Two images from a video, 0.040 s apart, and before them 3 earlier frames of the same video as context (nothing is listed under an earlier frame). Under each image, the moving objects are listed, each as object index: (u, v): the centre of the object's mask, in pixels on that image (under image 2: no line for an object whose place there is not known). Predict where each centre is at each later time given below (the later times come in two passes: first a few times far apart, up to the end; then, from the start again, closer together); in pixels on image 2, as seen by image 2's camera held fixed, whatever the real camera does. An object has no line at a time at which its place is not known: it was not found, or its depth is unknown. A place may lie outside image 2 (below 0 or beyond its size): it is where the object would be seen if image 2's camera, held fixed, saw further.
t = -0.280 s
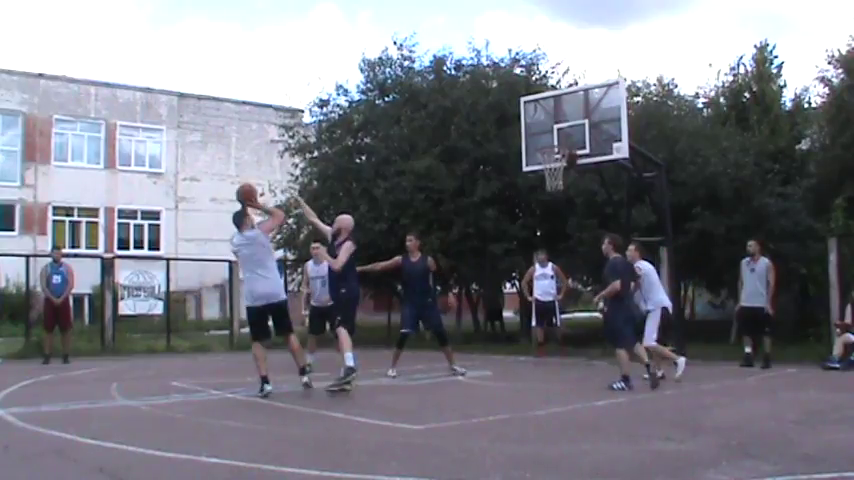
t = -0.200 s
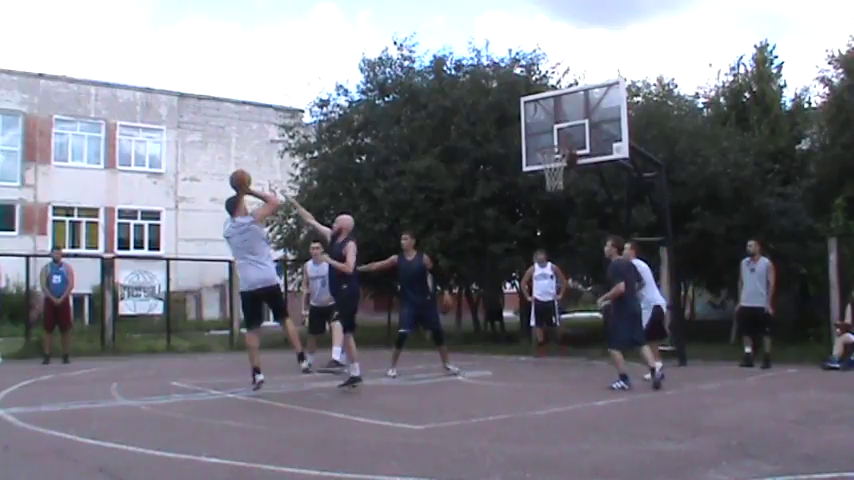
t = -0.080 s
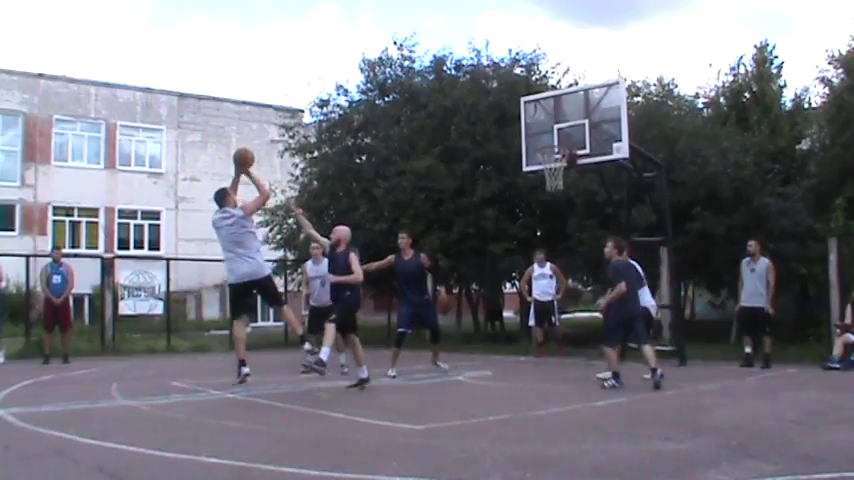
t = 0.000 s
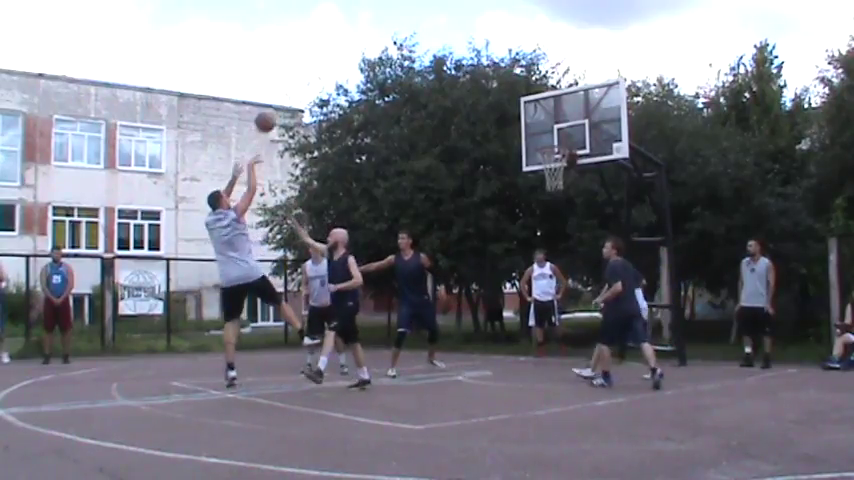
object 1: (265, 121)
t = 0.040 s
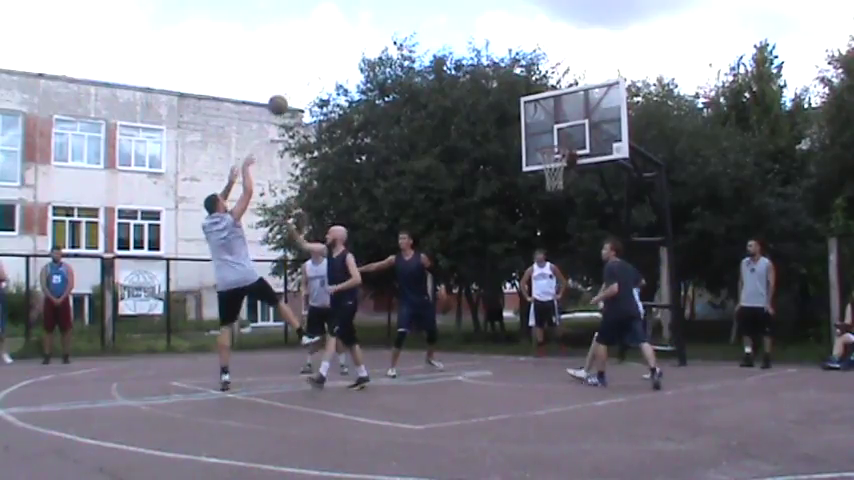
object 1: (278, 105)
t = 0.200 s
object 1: (327, 53)
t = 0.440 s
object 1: (395, 22)
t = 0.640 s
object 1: (448, 32)
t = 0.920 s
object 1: (517, 90)
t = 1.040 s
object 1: (545, 136)
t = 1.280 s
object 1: (564, 116)
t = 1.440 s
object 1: (575, 122)
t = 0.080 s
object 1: (290, 89)
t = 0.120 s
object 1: (303, 76)
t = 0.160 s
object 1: (315, 64)
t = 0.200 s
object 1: (327, 53)
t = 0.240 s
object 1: (339, 44)
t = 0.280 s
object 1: (350, 37)
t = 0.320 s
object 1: (362, 31)
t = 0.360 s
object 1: (373, 27)
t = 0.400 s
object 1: (384, 24)
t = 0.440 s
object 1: (395, 22)
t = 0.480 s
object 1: (406, 21)
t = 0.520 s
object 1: (416, 22)
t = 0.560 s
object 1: (427, 24)
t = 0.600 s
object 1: (438, 27)
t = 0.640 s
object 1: (448, 32)
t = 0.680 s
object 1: (458, 37)
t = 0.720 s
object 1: (468, 43)
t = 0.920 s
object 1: (517, 90)
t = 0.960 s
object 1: (526, 105)
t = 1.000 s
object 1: (536, 120)
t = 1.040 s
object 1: (545, 136)
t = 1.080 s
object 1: (549, 135)
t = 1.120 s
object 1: (553, 129)
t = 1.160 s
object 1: (555, 124)
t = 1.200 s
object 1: (558, 120)
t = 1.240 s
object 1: (561, 118)
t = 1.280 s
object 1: (564, 116)
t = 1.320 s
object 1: (567, 117)
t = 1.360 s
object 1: (570, 117)
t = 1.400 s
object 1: (573, 120)
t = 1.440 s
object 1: (575, 122)
